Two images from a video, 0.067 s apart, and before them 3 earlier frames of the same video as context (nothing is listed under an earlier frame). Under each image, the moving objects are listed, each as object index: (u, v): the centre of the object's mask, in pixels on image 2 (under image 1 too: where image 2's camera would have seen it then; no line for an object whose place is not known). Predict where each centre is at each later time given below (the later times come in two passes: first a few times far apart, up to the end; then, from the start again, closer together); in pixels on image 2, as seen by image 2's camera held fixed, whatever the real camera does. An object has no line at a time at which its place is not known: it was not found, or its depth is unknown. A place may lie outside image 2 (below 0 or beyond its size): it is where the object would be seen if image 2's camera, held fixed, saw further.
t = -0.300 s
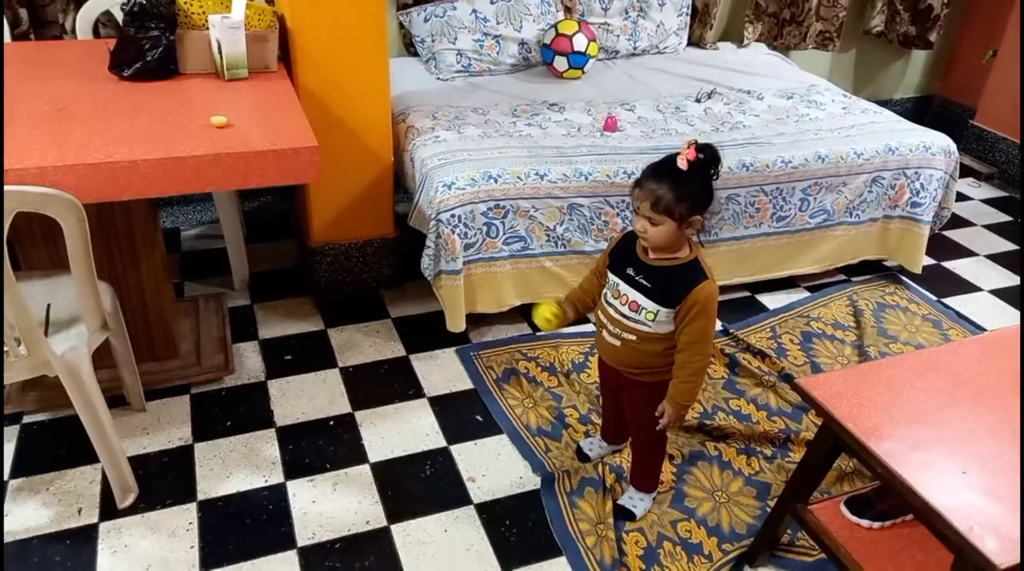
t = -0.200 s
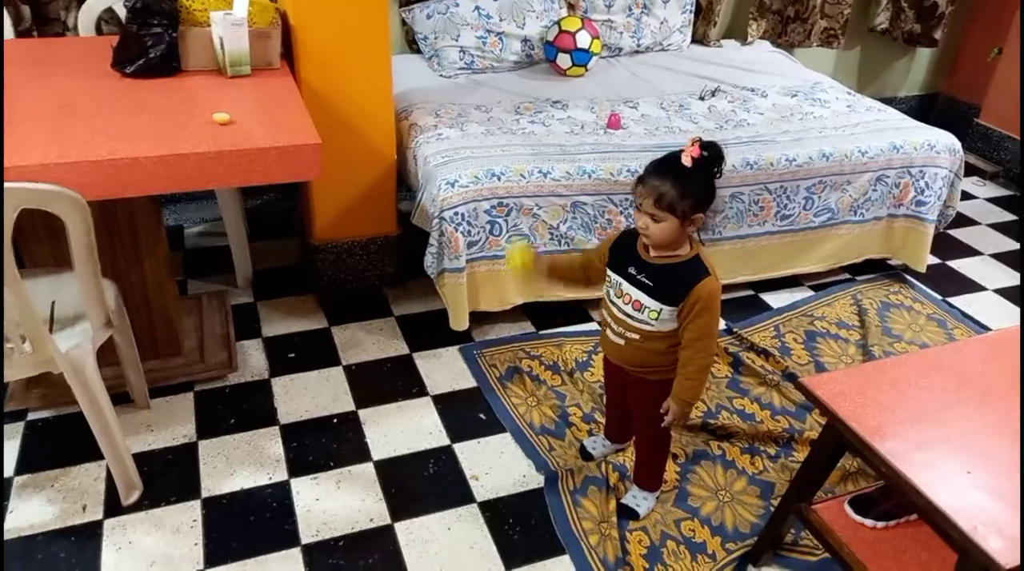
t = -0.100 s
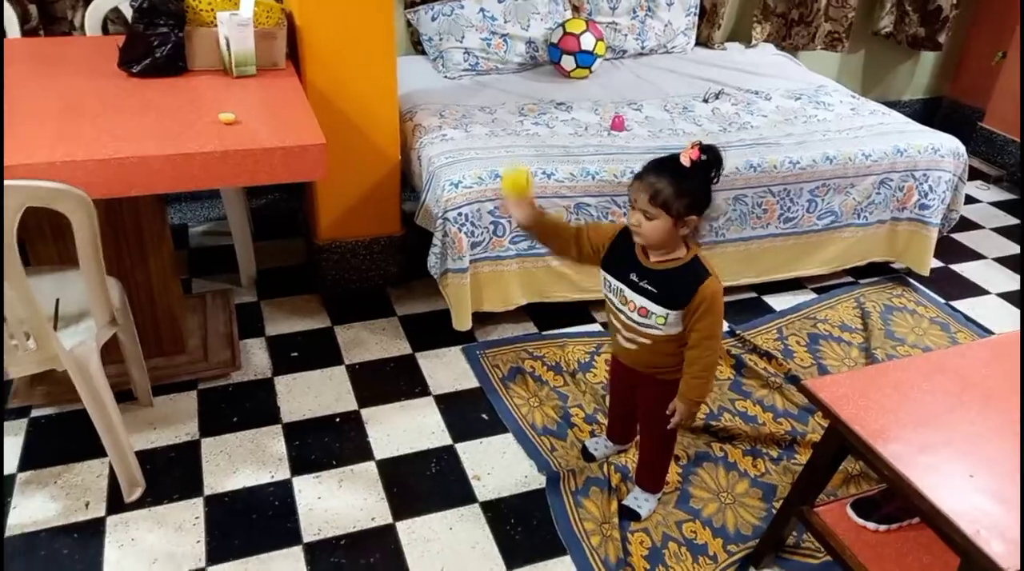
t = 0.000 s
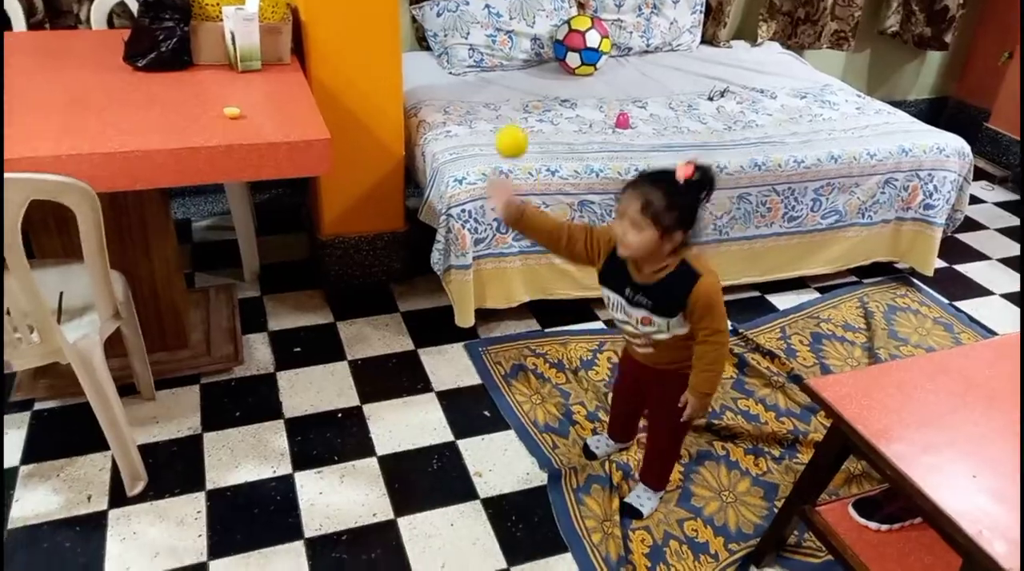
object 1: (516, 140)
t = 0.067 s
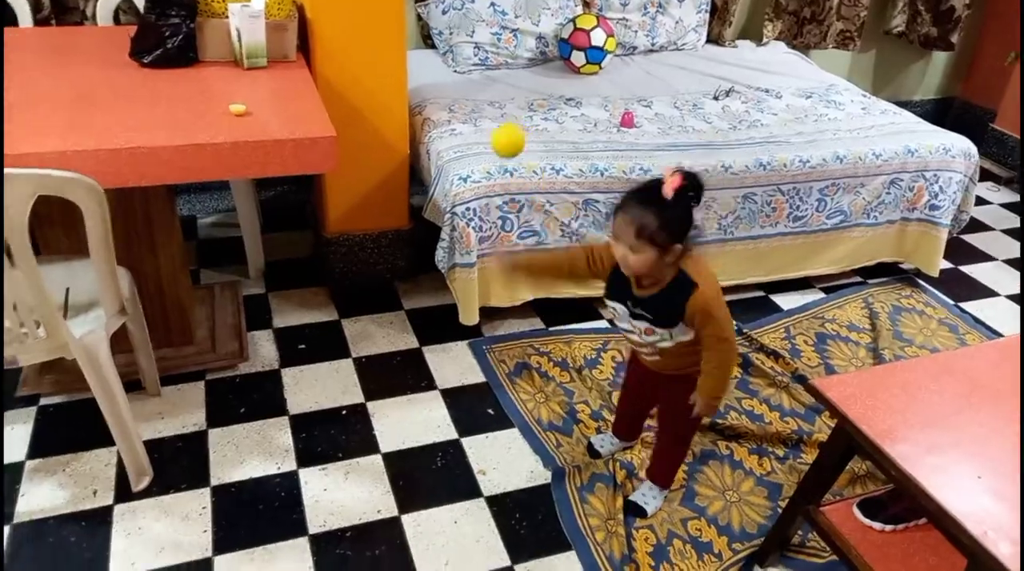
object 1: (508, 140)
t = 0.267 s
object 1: (471, 259)
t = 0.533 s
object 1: (449, 436)
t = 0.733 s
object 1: (461, 370)
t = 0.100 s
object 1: (502, 148)
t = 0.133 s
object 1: (497, 161)
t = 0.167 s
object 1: (492, 179)
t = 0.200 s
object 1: (485, 201)
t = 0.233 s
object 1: (478, 229)
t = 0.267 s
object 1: (471, 259)
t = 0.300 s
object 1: (466, 292)
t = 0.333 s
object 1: (461, 328)
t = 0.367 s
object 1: (456, 370)
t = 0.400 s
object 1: (455, 406)
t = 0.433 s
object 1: (446, 460)
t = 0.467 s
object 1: (443, 478)
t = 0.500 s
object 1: (446, 458)
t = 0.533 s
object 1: (449, 436)
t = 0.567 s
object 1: (452, 410)
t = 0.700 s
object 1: (459, 371)
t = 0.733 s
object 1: (461, 370)
